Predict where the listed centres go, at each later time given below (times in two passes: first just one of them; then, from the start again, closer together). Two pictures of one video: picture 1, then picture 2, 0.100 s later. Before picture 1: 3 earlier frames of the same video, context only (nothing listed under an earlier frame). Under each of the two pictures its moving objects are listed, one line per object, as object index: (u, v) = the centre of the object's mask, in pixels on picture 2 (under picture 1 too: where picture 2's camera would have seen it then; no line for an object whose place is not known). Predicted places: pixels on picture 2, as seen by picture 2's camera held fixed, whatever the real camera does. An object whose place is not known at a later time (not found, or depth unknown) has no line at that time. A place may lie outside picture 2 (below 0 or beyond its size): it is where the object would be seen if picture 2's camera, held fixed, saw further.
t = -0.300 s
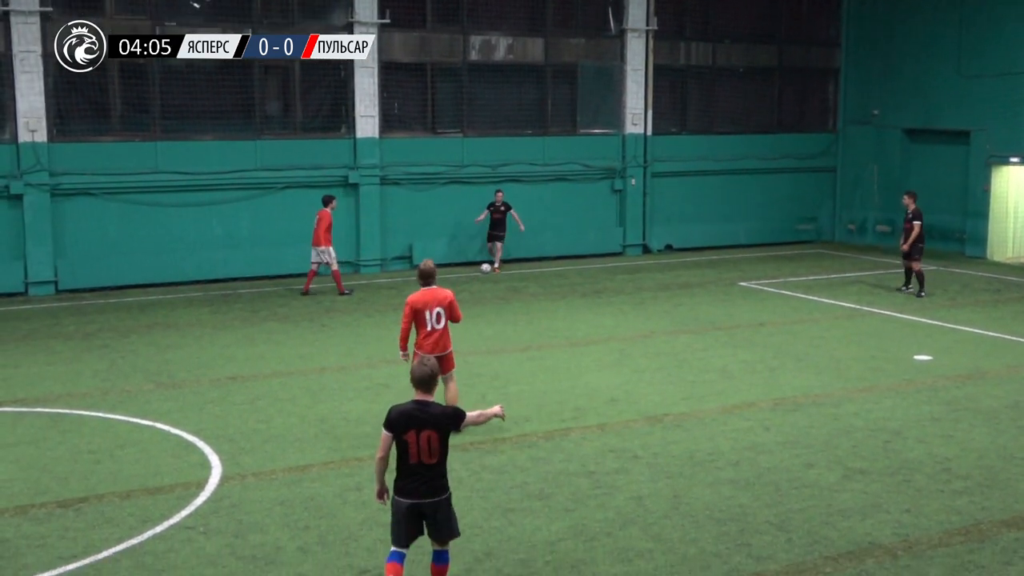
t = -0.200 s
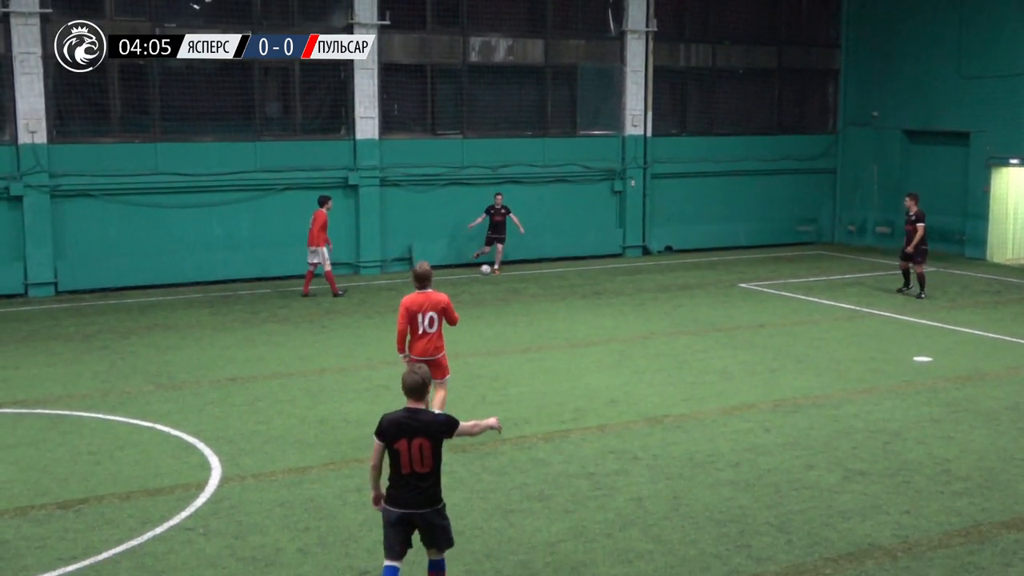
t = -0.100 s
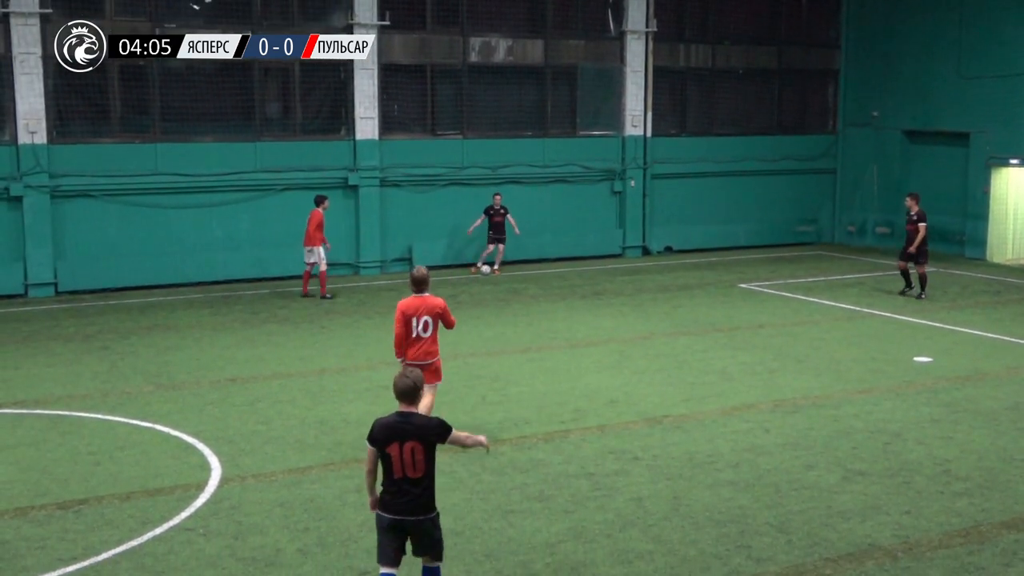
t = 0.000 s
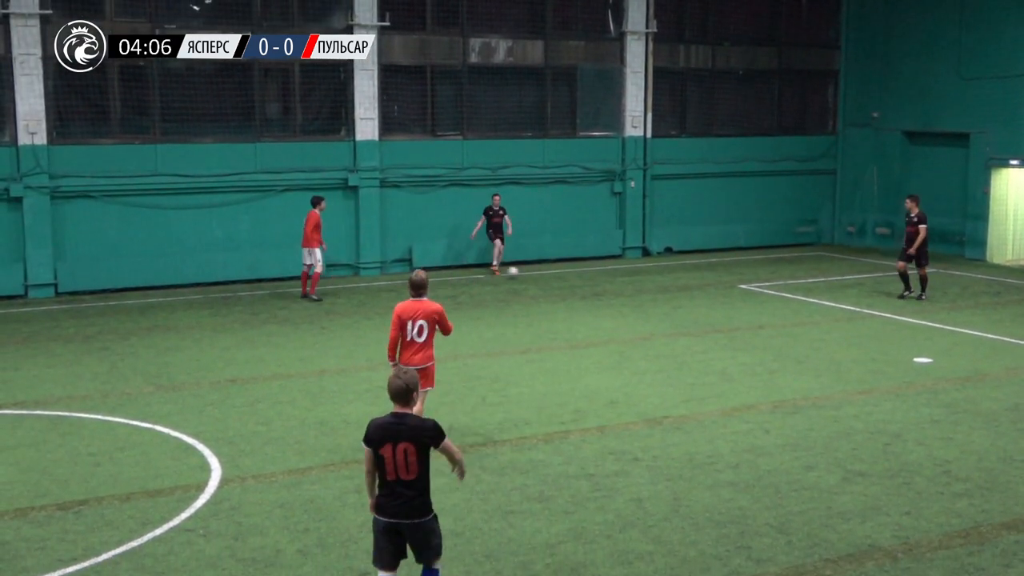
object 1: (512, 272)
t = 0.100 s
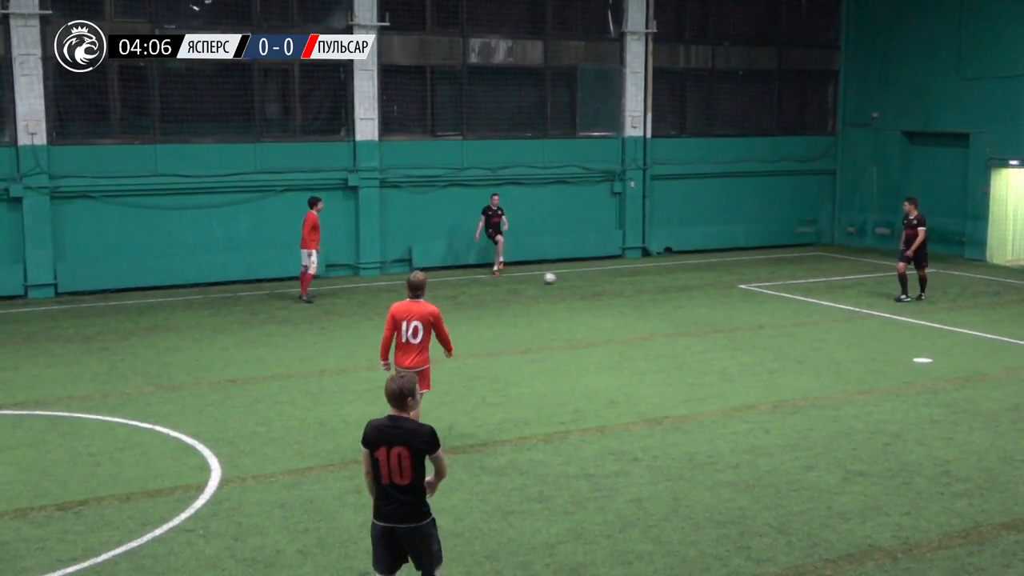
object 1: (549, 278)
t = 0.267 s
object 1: (603, 286)
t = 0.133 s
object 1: (563, 280)
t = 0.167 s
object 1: (572, 281)
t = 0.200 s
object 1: (581, 283)
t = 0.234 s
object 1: (594, 284)
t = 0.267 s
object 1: (603, 286)
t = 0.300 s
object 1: (611, 287)
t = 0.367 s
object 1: (631, 289)
